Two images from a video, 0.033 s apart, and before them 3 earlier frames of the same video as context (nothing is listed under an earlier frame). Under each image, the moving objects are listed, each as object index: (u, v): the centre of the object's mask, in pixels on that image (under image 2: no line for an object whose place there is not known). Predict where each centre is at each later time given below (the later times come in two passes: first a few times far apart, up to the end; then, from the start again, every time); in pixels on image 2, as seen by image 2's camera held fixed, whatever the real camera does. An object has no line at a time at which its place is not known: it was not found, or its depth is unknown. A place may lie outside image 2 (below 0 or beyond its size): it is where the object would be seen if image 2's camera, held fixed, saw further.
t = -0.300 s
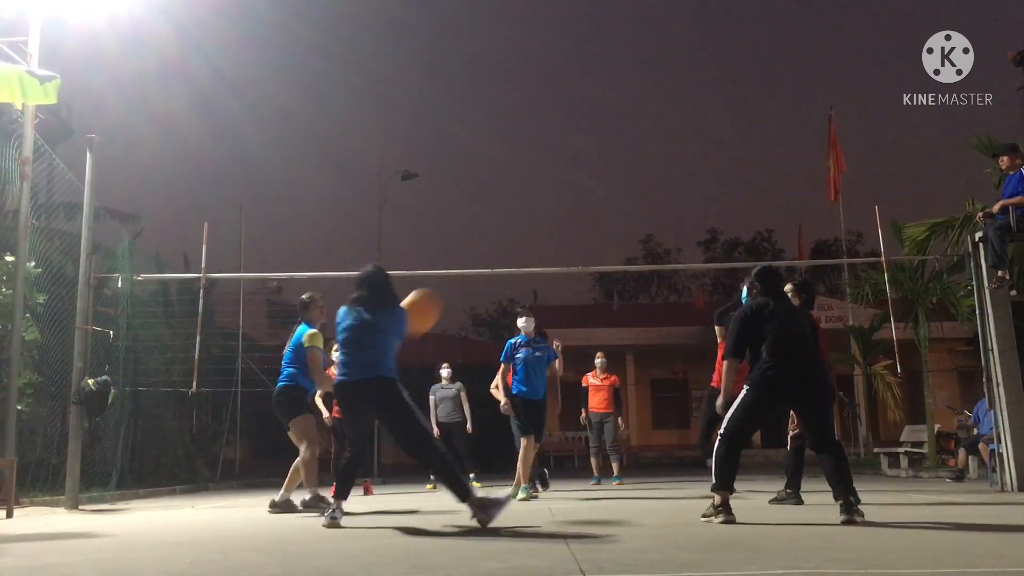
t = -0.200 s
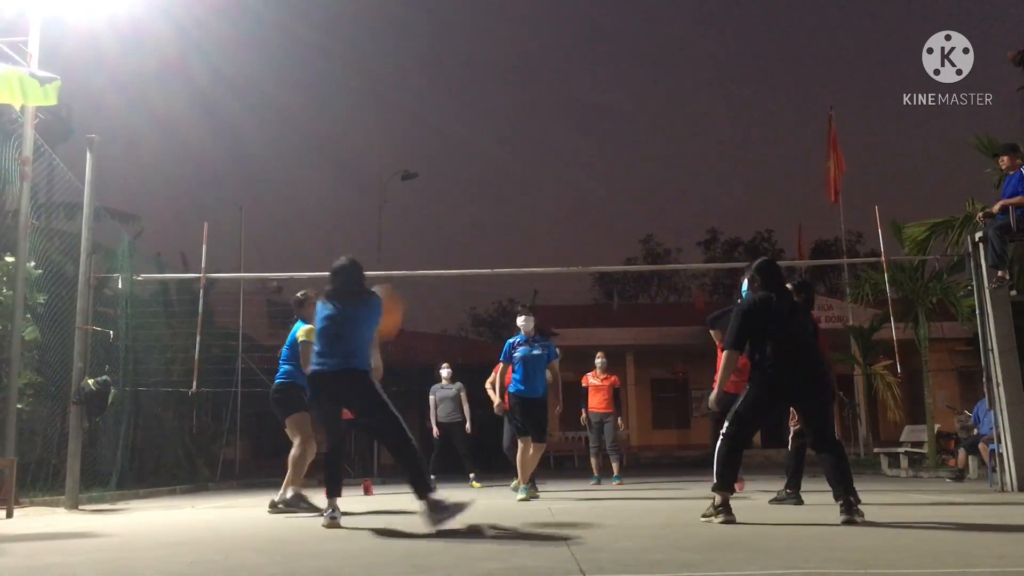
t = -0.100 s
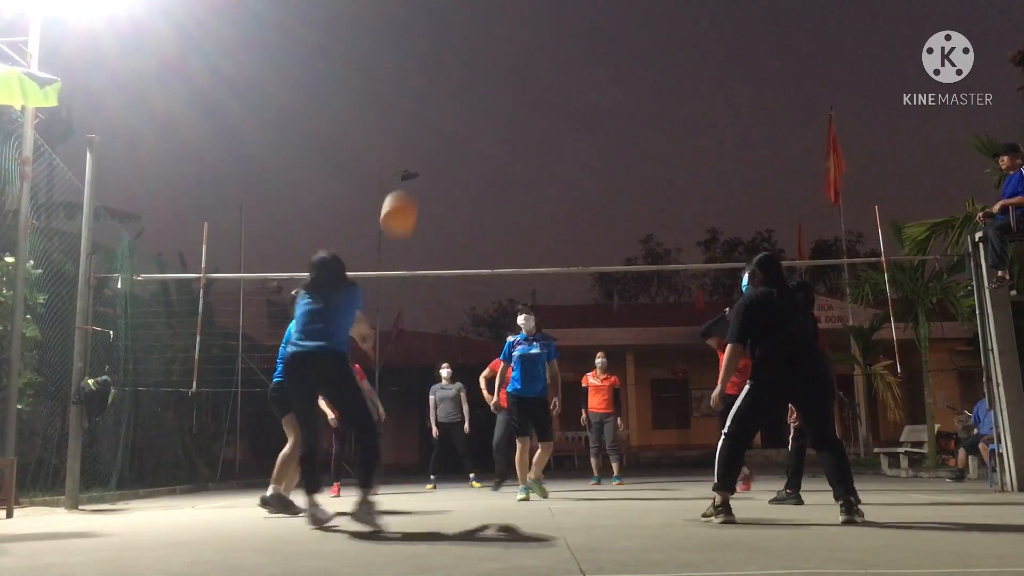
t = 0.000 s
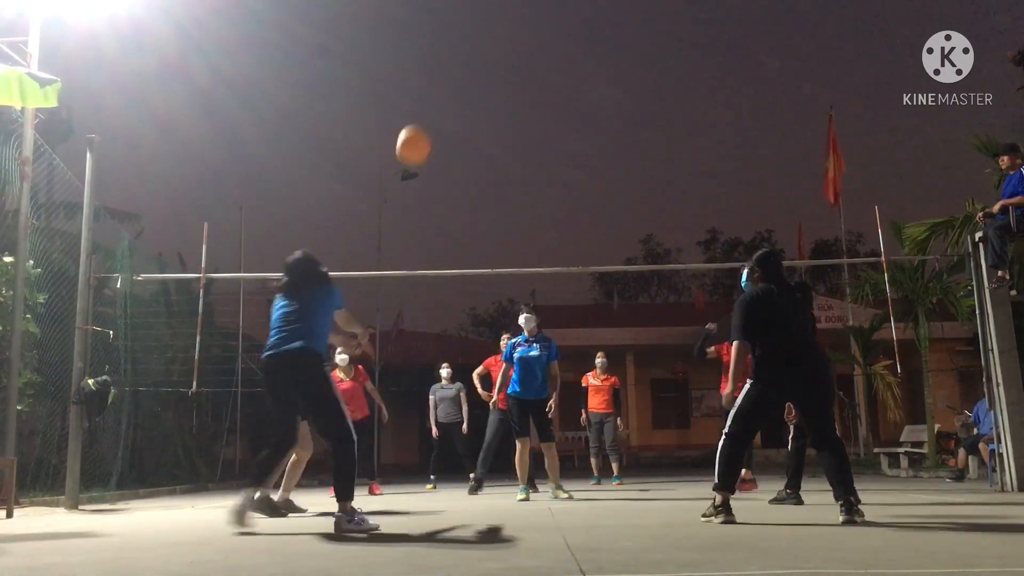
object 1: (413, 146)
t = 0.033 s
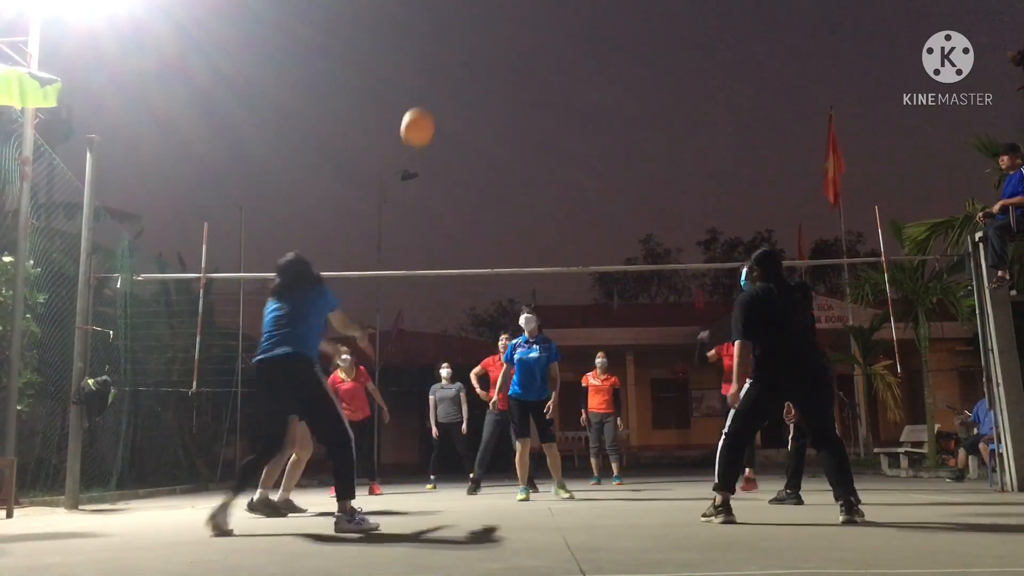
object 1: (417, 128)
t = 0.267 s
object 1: (441, 57)
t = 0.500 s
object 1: (463, 56)
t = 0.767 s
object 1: (480, 116)
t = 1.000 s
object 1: (493, 209)
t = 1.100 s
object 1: (498, 258)
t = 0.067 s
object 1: (420, 112)
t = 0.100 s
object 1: (424, 98)
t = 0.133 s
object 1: (427, 87)
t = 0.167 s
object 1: (431, 77)
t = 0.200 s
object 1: (434, 68)
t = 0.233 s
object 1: (438, 62)
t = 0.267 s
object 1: (441, 57)
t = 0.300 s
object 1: (445, 53)
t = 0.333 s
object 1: (448, 50)
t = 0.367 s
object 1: (451, 49)
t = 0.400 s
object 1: (454, 49)
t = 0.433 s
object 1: (457, 50)
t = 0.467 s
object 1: (460, 53)
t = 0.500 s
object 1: (463, 56)
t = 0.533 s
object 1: (465, 61)
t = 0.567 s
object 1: (468, 66)
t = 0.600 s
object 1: (470, 72)
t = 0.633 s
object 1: (472, 79)
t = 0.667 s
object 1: (474, 87)
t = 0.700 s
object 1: (476, 96)
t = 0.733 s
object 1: (478, 105)
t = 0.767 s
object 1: (480, 116)
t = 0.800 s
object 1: (482, 127)
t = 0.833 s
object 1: (484, 138)
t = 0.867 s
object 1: (486, 151)
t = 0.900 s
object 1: (487, 164)
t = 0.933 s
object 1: (489, 178)
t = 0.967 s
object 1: (491, 193)
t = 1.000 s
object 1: (493, 209)
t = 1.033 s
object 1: (495, 225)
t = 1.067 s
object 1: (497, 242)
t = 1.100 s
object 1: (498, 258)
